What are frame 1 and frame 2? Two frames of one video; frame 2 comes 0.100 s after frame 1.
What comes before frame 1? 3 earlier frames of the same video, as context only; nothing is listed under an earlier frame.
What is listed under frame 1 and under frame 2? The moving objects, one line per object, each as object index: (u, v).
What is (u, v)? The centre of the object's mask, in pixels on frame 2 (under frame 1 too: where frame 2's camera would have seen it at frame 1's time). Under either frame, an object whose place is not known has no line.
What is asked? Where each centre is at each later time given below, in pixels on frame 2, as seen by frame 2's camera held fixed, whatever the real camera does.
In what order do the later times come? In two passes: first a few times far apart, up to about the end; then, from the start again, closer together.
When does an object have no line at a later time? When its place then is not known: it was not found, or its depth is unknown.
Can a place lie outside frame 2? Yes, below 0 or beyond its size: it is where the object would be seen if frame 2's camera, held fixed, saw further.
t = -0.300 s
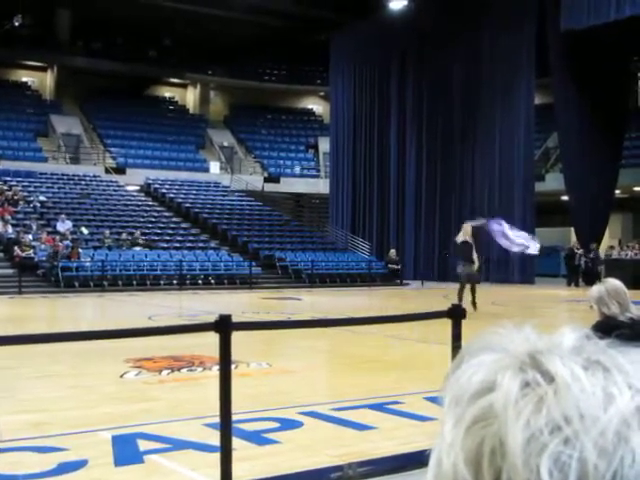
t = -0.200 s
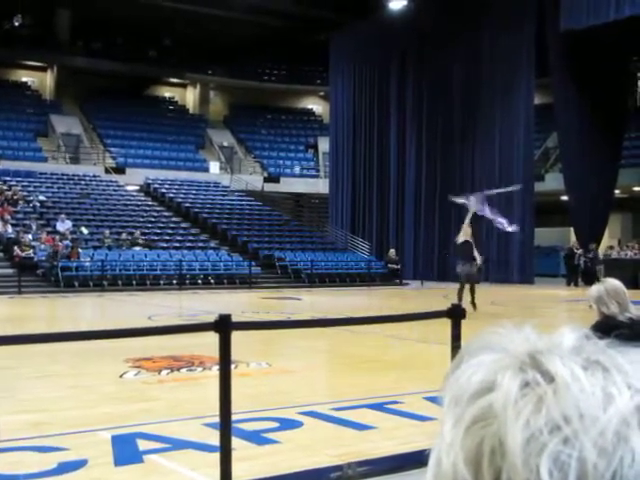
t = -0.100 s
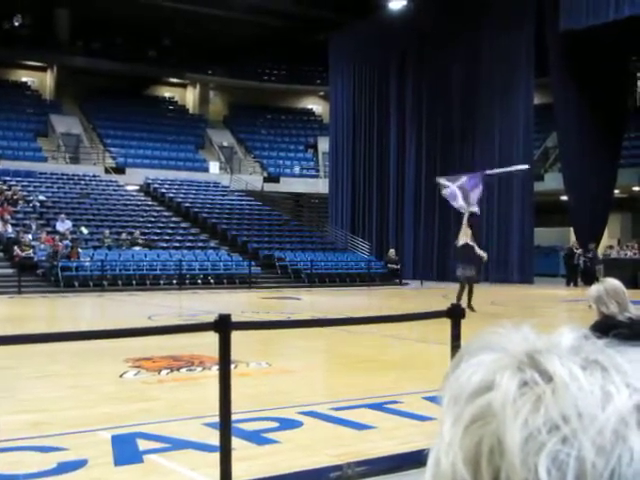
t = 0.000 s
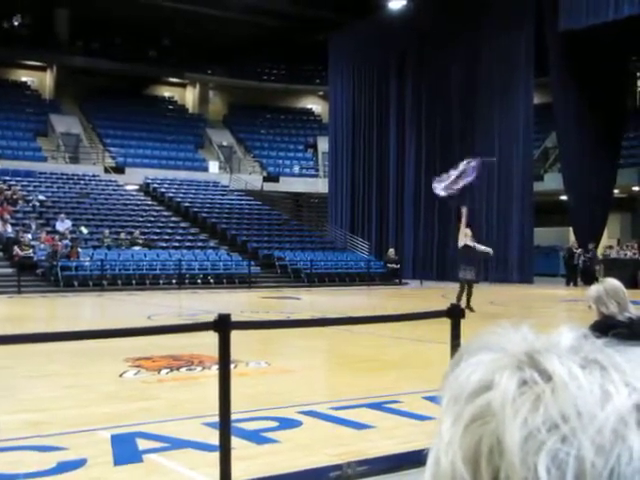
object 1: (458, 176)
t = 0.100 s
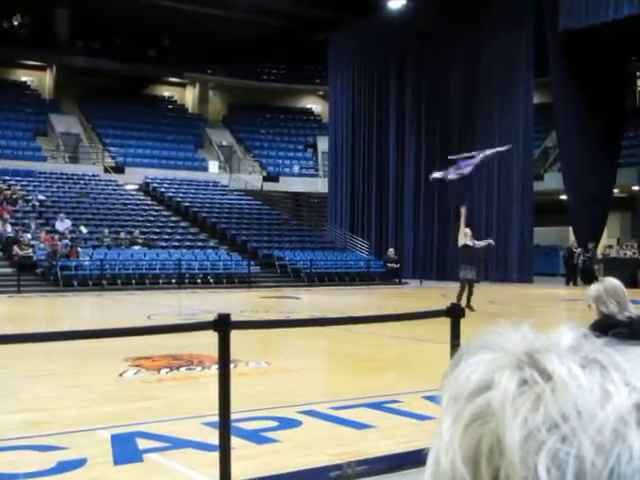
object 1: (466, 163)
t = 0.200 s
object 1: (480, 155)
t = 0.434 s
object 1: (497, 157)
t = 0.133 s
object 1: (470, 160)
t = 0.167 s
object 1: (476, 157)
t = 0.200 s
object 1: (480, 155)
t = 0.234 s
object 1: (483, 154)
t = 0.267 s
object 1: (486, 154)
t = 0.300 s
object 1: (490, 154)
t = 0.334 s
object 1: (495, 153)
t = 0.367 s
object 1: (500, 152)
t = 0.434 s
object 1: (497, 157)
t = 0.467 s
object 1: (489, 162)
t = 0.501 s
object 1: (481, 166)
